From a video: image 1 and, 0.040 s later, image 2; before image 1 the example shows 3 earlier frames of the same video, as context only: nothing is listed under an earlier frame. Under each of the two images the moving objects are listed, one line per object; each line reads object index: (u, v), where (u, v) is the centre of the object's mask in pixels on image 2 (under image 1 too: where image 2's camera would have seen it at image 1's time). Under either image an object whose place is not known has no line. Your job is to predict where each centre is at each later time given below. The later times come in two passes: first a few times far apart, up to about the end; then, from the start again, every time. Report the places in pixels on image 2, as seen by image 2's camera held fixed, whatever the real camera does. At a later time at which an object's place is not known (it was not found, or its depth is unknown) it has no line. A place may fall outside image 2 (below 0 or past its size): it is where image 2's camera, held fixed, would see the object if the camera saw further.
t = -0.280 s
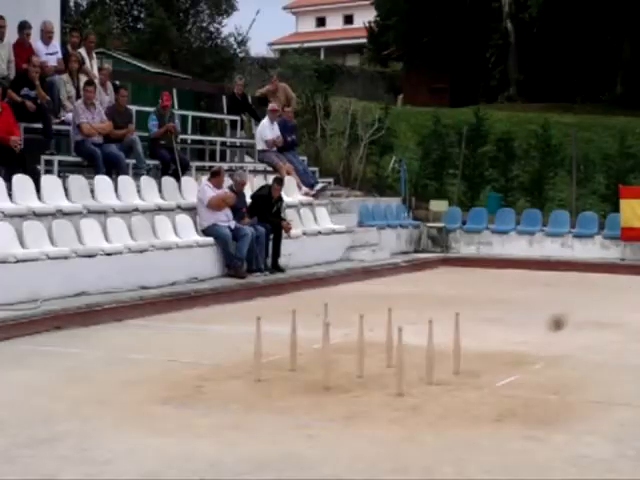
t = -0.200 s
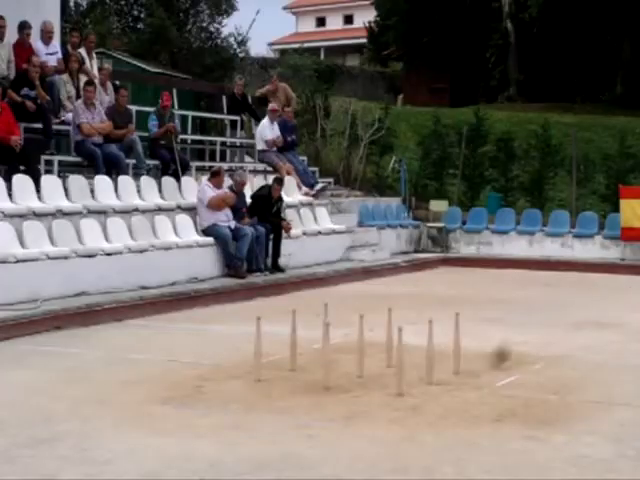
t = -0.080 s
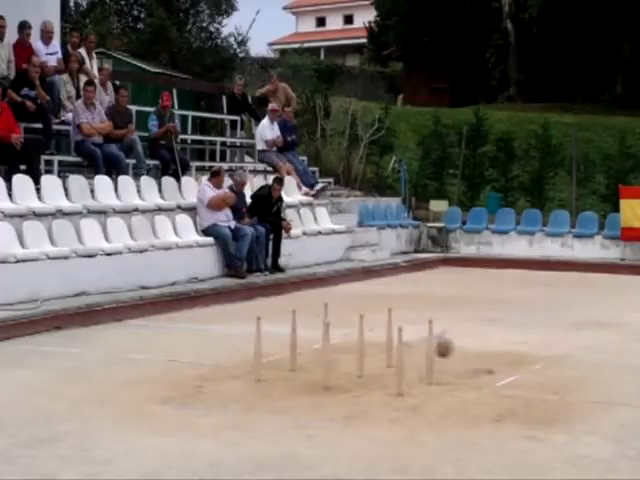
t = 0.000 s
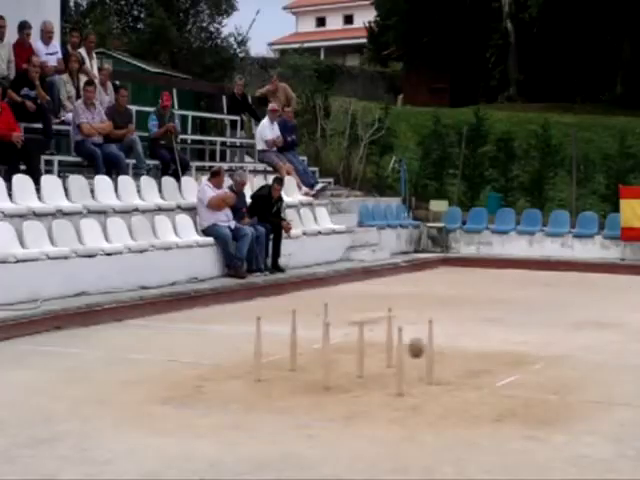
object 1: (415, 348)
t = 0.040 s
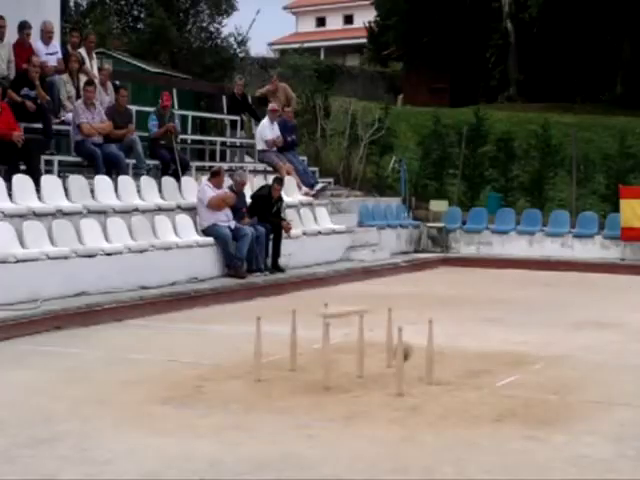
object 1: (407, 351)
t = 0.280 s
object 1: (324, 374)
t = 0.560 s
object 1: (271, 382)
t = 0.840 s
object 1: (223, 388)
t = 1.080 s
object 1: (183, 391)
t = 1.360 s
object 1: (140, 393)
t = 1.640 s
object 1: (102, 395)
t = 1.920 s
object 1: (74, 399)
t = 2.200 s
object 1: (67, 400)
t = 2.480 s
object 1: (62, 401)
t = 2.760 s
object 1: (58, 402)
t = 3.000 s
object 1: (58, 402)
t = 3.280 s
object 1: (59, 402)
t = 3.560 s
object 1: (60, 402)
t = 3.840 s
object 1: (60, 402)
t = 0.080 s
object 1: (387, 360)
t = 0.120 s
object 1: (373, 368)
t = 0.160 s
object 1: (358, 376)
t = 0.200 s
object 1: (344, 373)
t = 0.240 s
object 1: (333, 374)
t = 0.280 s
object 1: (324, 374)
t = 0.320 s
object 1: (315, 378)
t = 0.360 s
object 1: (307, 380)
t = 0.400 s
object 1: (298, 380)
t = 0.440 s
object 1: (291, 380)
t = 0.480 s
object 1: (284, 381)
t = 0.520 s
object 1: (277, 382)
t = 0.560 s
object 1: (271, 382)
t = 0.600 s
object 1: (264, 383)
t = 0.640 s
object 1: (257, 384)
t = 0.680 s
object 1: (250, 385)
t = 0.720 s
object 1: (243, 385)
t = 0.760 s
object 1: (236, 386)
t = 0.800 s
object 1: (230, 387)
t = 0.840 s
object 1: (223, 388)
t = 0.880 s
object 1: (216, 389)
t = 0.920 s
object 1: (210, 389)
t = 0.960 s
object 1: (203, 389)
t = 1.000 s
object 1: (196, 390)
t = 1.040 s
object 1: (190, 390)
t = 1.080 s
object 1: (183, 391)
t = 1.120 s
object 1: (176, 392)
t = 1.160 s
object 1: (170, 393)
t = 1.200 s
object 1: (163, 394)
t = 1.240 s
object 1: (157, 393)
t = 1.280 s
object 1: (151, 393)
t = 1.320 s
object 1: (145, 392)
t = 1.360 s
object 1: (140, 393)
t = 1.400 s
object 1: (134, 393)
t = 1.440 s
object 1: (128, 394)
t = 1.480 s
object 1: (123, 394)
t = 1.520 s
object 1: (117, 394)
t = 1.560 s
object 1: (112, 394)
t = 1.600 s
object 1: (107, 395)
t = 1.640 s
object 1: (102, 395)
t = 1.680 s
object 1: (87, 399)
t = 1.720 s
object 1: (84, 399)
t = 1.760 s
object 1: (81, 398)
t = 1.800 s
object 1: (79, 398)
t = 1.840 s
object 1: (76, 399)
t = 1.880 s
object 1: (75, 399)
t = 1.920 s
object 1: (74, 399)
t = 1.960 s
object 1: (73, 399)
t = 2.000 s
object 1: (72, 399)
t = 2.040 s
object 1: (70, 399)
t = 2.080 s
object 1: (70, 400)
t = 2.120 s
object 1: (69, 400)
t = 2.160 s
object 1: (68, 400)
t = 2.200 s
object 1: (67, 400)
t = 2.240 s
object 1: (66, 400)
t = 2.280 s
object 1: (65, 400)
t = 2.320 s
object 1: (64, 401)
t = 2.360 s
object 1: (63, 401)
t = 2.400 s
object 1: (63, 401)
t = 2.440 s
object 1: (63, 401)
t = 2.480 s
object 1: (62, 401)
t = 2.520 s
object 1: (61, 401)
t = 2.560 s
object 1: (60, 402)
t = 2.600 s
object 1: (59, 402)
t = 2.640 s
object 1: (59, 402)
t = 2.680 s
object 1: (59, 402)
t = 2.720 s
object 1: (58, 402)
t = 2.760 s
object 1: (58, 402)
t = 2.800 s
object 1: (58, 402)
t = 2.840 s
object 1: (58, 402)
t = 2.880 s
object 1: (58, 402)
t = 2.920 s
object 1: (58, 402)
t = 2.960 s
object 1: (58, 402)
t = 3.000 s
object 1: (58, 402)
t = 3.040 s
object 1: (58, 402)
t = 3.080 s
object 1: (58, 402)
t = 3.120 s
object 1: (59, 402)
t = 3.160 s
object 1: (59, 402)
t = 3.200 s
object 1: (58, 402)
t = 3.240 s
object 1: (59, 402)
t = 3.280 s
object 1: (59, 402)
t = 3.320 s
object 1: (59, 402)
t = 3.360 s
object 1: (60, 402)
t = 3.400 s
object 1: (60, 402)
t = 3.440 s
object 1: (60, 402)
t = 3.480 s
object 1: (60, 402)
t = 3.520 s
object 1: (60, 402)
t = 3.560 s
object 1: (60, 402)
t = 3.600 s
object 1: (61, 402)
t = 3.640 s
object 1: (61, 402)
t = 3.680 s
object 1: (61, 402)
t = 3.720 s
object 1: (61, 402)
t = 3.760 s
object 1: (61, 402)
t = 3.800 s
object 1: (61, 402)
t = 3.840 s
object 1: (60, 402)
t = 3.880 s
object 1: (60, 402)
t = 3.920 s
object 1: (60, 402)
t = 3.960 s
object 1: (60, 402)
